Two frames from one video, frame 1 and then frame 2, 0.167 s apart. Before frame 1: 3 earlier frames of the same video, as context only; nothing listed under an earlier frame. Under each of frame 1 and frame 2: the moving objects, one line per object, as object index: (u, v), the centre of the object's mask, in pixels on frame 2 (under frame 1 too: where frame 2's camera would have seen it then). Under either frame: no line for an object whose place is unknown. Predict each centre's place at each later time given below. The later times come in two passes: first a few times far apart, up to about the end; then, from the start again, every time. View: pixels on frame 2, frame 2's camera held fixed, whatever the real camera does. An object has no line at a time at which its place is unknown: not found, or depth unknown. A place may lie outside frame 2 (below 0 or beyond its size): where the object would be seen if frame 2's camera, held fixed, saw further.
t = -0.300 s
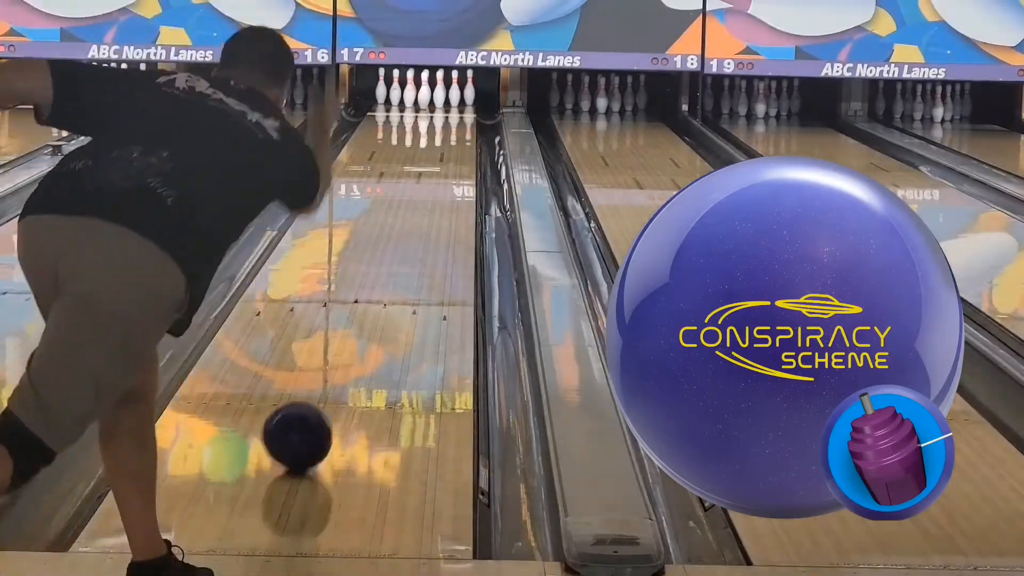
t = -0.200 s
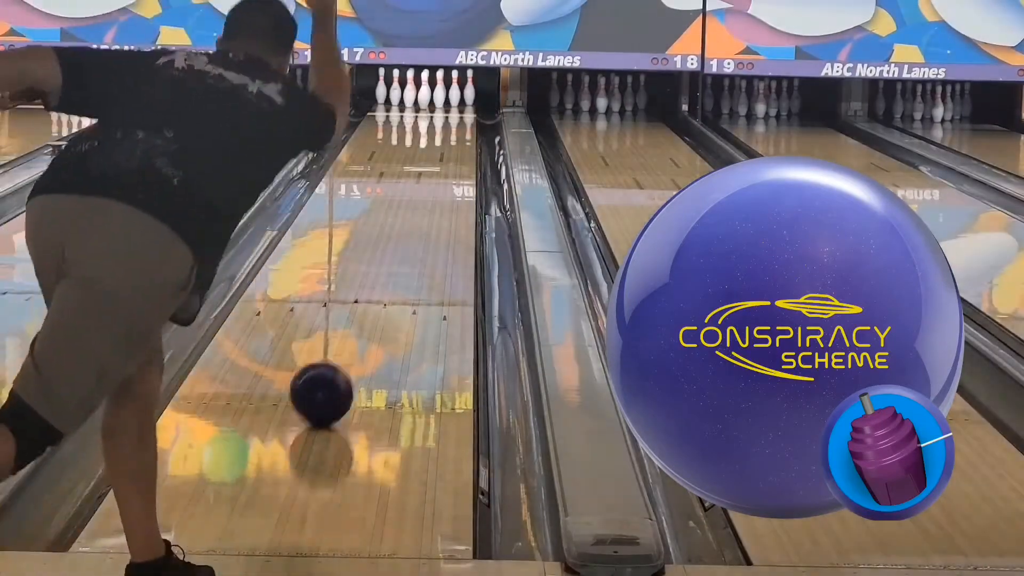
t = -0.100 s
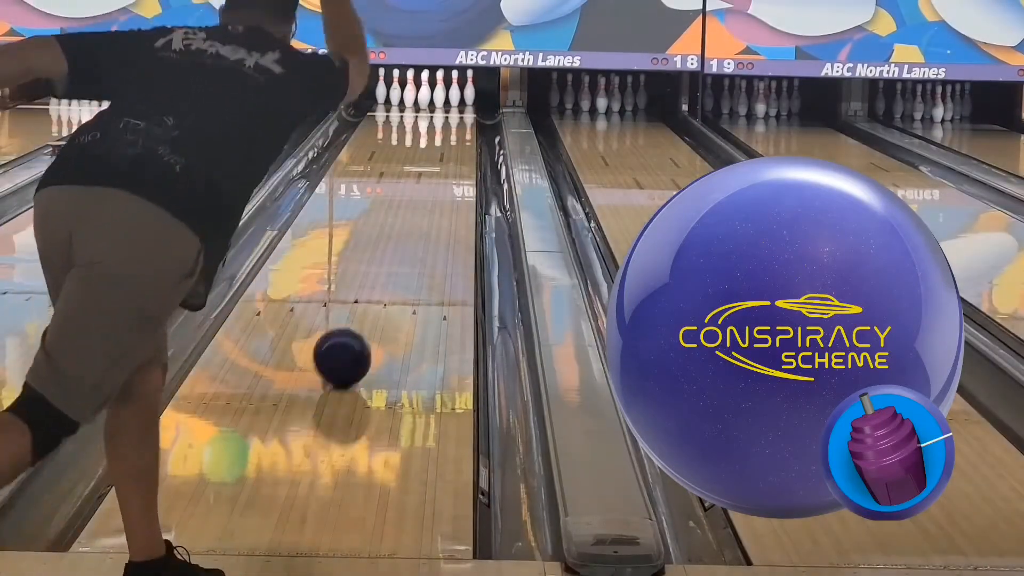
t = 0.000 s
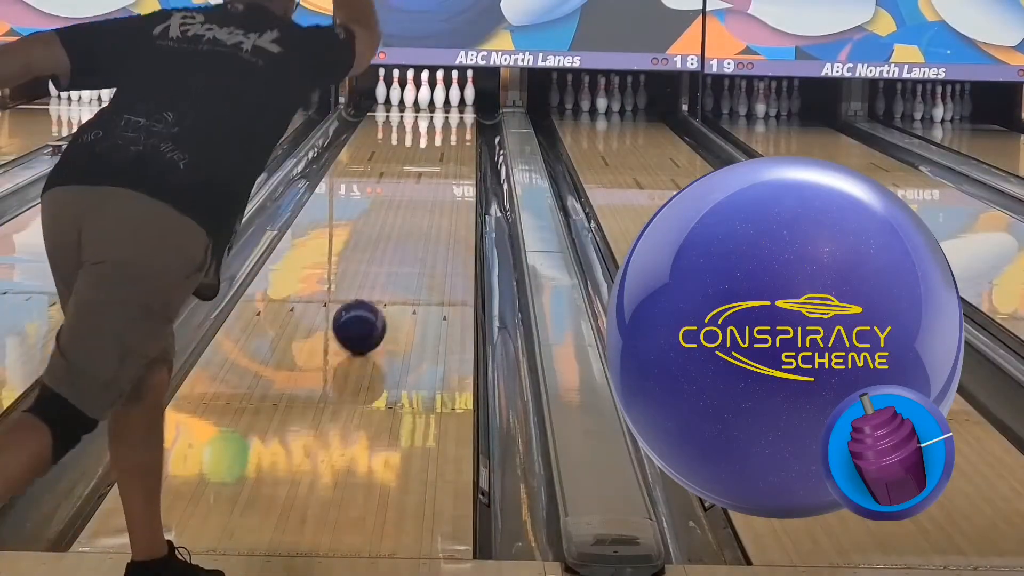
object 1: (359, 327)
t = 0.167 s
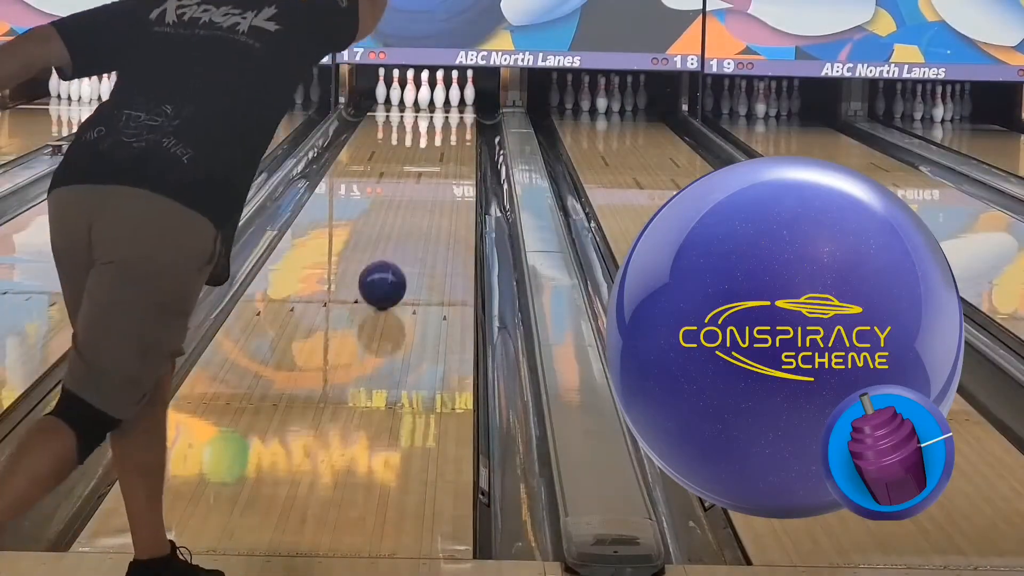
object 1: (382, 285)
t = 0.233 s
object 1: (390, 271)
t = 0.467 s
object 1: (412, 230)
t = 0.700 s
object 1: (429, 199)
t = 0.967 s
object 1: (442, 171)
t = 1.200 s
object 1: (450, 151)
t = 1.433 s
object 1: (455, 135)
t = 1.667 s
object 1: (454, 122)
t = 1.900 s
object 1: (450, 111)
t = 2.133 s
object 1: (441, 103)
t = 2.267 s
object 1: (439, 99)
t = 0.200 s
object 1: (386, 277)
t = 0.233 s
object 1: (390, 271)
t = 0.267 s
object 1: (394, 264)
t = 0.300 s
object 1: (397, 258)
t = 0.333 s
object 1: (400, 252)
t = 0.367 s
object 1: (404, 247)
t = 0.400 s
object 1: (407, 241)
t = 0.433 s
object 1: (409, 236)
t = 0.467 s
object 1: (412, 230)
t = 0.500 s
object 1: (415, 225)
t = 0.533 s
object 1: (418, 220)
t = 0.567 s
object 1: (420, 216)
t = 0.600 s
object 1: (423, 211)
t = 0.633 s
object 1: (425, 207)
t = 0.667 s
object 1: (427, 203)
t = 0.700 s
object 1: (429, 199)
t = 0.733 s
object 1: (431, 195)
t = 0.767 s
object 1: (433, 191)
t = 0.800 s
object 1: (435, 187)
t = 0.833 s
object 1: (436, 184)
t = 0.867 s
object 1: (437, 181)
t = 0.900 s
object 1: (439, 177)
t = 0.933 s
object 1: (441, 174)
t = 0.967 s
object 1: (442, 171)
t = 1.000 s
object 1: (443, 168)
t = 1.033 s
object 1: (445, 165)
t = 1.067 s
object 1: (445, 162)
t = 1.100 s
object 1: (447, 159)
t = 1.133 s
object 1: (448, 157)
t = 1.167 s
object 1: (449, 154)
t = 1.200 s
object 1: (450, 151)
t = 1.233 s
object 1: (451, 149)
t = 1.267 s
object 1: (451, 147)
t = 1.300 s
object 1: (452, 145)
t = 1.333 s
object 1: (453, 143)
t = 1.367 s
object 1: (454, 140)
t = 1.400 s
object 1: (454, 137)
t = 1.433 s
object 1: (455, 135)
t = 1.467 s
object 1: (455, 133)
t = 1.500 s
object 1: (455, 132)
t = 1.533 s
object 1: (455, 130)
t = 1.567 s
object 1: (455, 128)
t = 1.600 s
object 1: (455, 126)
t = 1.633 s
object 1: (455, 124)
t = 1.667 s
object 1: (454, 122)
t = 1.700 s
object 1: (454, 121)
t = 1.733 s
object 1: (454, 119)
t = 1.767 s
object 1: (453, 118)
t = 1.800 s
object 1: (452, 116)
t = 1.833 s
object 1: (452, 115)
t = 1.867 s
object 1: (451, 113)
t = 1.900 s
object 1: (450, 111)
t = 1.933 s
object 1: (449, 110)
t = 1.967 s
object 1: (447, 108)
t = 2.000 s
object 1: (446, 107)
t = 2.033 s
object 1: (445, 106)
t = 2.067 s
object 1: (444, 105)
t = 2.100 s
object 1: (442, 104)
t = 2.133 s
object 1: (441, 103)
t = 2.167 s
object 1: (440, 102)
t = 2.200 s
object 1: (439, 102)
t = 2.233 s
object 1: (438, 101)
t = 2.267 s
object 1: (439, 99)
